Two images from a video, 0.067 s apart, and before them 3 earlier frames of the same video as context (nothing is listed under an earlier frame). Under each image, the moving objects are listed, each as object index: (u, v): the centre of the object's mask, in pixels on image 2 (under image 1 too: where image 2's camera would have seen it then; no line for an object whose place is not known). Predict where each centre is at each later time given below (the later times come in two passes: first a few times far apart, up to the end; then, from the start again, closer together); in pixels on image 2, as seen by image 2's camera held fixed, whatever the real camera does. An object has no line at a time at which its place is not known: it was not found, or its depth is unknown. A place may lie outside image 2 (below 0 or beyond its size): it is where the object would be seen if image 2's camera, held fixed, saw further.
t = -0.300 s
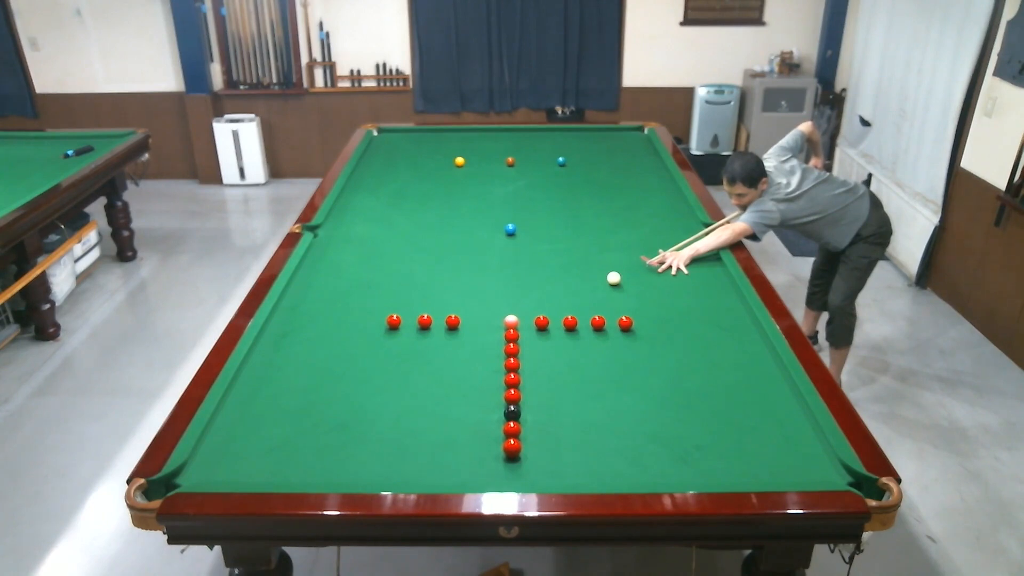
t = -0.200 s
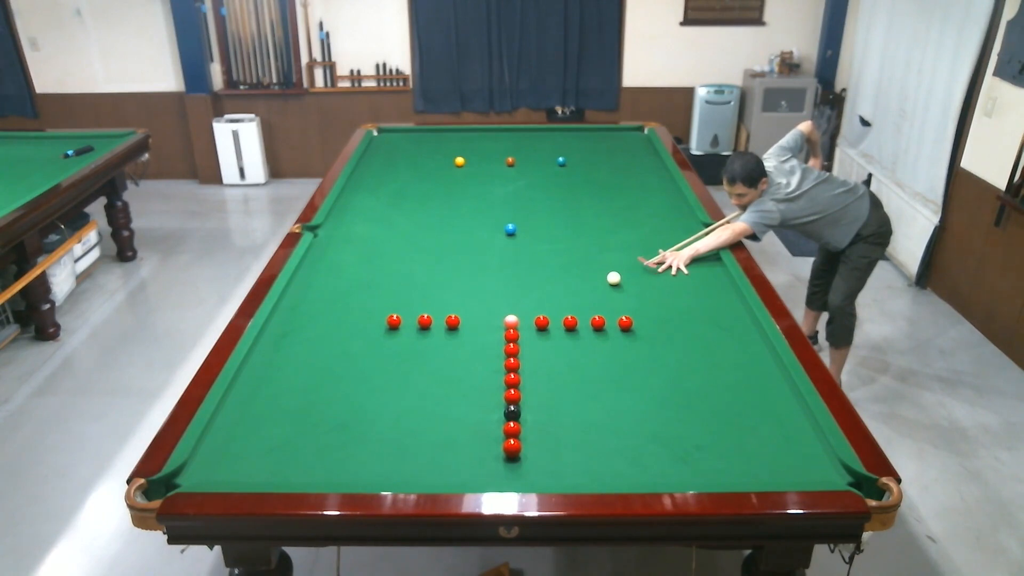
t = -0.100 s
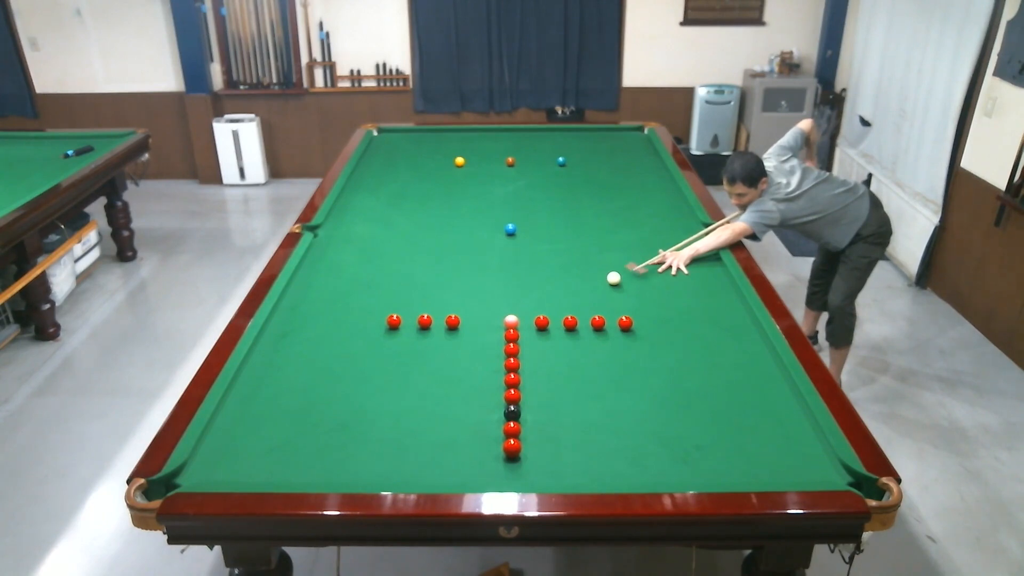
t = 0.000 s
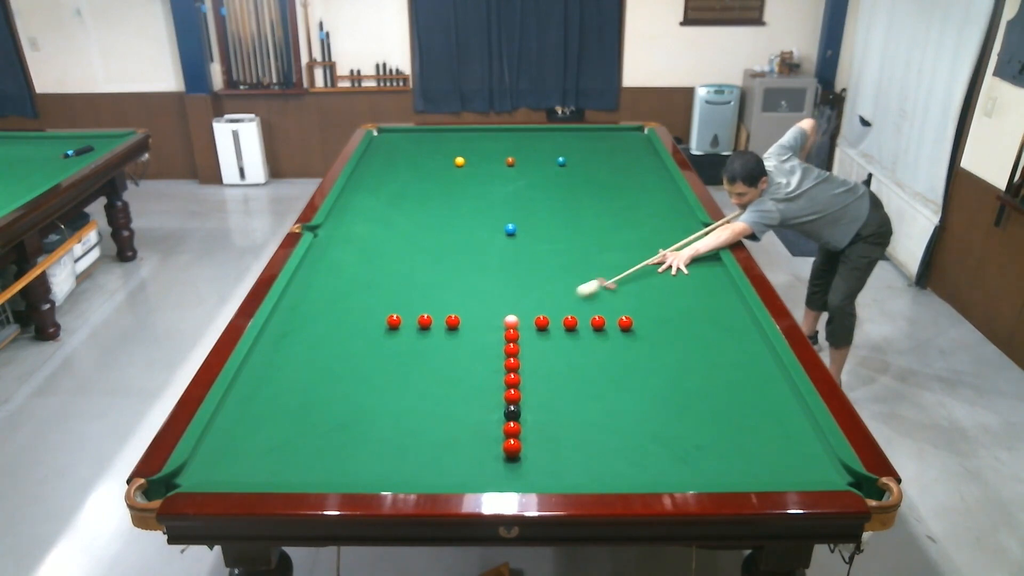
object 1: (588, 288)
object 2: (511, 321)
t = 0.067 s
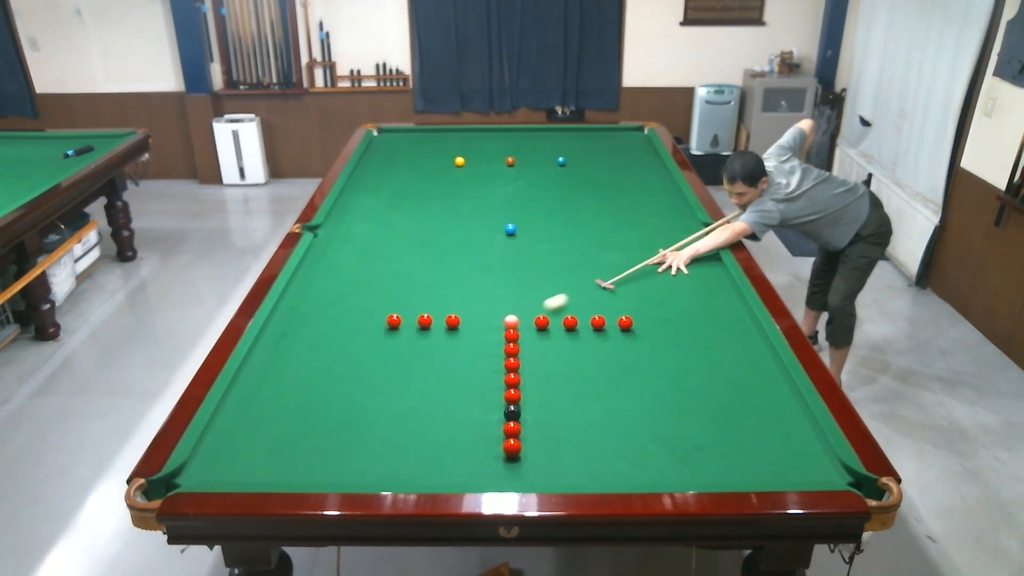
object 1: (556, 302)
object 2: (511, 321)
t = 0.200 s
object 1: (521, 317)
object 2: (483, 335)
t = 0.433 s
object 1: (520, 314)
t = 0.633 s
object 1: (519, 313)
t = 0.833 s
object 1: (519, 311)
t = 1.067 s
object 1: (520, 311)
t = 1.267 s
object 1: (520, 310)
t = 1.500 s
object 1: (520, 310)
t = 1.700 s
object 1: (520, 310)
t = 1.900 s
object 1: (520, 310)
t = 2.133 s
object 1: (520, 310)
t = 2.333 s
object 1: (520, 310)
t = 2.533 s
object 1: (520, 310)
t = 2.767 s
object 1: (520, 310)
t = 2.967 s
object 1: (520, 310)
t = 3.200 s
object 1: (520, 310)
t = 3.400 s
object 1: (520, 310)
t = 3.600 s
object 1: (520, 310)
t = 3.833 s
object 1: (520, 310)
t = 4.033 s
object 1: (520, 310)
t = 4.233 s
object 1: (520, 310)
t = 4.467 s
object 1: (520, 310)
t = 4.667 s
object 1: (520, 310)
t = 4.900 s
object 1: (520, 310)
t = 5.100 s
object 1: (520, 310)
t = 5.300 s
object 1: (520, 310)
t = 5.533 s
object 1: (520, 310)
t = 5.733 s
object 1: (520, 310)
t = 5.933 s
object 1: (520, 310)
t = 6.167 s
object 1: (520, 310)
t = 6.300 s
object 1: (520, 310)
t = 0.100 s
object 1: (540, 308)
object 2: (511, 321)
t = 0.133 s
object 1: (526, 315)
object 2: (510, 321)
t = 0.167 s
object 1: (521, 317)
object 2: (498, 327)
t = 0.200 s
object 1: (521, 317)
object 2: (483, 335)
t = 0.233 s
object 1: (520, 316)
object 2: (468, 342)
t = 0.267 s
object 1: (520, 316)
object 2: (453, 349)
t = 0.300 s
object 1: (520, 316)
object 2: (439, 355)
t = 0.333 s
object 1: (520, 315)
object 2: (425, 362)
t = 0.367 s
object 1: (520, 315)
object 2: (411, 368)
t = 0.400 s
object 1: (520, 315)
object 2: (397, 375)
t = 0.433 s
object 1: (520, 314)
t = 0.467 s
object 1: (520, 314)
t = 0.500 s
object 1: (520, 314)
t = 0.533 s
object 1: (520, 313)
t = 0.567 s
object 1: (519, 313)
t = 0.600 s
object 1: (519, 313)
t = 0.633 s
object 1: (519, 313)
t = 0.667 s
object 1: (519, 312)
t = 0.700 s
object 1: (519, 312)
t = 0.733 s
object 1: (519, 312)
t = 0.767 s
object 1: (519, 312)
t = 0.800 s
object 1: (519, 312)
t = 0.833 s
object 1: (519, 311)
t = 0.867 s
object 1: (519, 311)
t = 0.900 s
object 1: (519, 311)
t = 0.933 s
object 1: (519, 311)
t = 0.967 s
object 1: (519, 311)
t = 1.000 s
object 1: (519, 311)
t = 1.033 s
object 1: (519, 311)
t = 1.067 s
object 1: (520, 311)
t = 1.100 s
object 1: (519, 310)
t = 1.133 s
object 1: (520, 310)
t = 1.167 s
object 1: (520, 310)
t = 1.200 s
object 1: (520, 310)
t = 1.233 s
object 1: (520, 310)
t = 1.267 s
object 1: (520, 310)
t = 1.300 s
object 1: (520, 310)
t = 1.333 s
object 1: (520, 310)
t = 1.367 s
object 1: (520, 310)
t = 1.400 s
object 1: (520, 310)
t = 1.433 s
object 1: (520, 310)
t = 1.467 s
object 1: (520, 310)
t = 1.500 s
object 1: (520, 310)
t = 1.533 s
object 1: (520, 310)
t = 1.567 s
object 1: (520, 310)
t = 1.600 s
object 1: (520, 310)
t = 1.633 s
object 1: (520, 310)
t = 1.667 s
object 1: (520, 310)
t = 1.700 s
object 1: (520, 310)
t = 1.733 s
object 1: (520, 310)
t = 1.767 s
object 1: (520, 310)
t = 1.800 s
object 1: (520, 310)
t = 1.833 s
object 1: (520, 310)
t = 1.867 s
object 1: (520, 310)
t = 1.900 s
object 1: (520, 310)
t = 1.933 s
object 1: (520, 310)
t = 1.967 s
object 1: (520, 310)
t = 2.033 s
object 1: (520, 310)
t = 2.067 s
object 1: (520, 310)
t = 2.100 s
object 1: (520, 310)
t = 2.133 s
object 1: (520, 310)
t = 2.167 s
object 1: (520, 310)
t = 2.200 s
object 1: (520, 310)
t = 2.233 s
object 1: (520, 310)
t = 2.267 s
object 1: (520, 310)
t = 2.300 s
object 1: (520, 310)
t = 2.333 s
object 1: (520, 310)
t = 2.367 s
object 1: (520, 310)
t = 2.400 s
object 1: (520, 310)
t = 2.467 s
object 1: (520, 310)
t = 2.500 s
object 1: (520, 310)
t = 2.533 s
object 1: (520, 310)
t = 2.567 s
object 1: (520, 310)
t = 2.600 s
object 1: (520, 310)
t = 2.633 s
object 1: (520, 310)
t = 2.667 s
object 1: (520, 310)
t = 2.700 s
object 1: (520, 310)
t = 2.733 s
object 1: (520, 310)
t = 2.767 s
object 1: (520, 310)
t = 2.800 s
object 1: (520, 310)
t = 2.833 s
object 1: (520, 310)
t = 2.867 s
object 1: (520, 310)
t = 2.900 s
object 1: (520, 310)
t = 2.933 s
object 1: (520, 310)
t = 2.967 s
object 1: (520, 310)
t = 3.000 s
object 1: (520, 310)
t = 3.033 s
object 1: (520, 310)
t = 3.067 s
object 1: (520, 310)
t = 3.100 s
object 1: (520, 310)
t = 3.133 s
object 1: (520, 310)
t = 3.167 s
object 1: (520, 310)
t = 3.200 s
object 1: (520, 310)
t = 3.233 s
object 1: (520, 310)
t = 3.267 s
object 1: (520, 310)
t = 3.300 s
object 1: (520, 310)
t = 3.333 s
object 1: (520, 310)
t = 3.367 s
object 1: (520, 310)
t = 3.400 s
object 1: (520, 310)
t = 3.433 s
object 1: (520, 310)
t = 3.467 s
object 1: (520, 310)
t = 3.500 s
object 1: (520, 310)
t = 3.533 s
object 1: (520, 310)
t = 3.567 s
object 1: (520, 310)
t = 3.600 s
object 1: (520, 310)
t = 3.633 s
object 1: (520, 310)
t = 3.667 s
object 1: (520, 310)
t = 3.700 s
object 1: (520, 310)
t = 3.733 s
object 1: (520, 310)
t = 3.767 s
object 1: (520, 310)
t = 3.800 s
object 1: (520, 310)
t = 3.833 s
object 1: (520, 310)
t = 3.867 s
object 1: (520, 310)
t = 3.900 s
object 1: (520, 310)
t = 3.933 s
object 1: (520, 310)
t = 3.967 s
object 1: (520, 310)
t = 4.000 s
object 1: (520, 310)
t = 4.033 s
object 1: (520, 310)
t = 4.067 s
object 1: (520, 310)
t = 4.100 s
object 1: (520, 310)
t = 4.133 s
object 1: (520, 310)
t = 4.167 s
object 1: (520, 310)
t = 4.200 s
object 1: (520, 310)
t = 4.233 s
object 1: (520, 310)
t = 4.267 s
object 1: (520, 310)
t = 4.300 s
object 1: (520, 310)
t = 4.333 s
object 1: (520, 310)
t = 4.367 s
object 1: (520, 310)
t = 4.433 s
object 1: (520, 310)
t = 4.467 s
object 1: (520, 310)
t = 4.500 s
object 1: (520, 310)
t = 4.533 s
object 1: (520, 310)
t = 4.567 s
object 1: (520, 310)
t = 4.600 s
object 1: (520, 310)
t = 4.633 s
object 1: (520, 310)
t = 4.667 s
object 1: (520, 310)
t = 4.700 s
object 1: (520, 310)
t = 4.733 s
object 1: (520, 310)
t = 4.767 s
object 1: (520, 310)
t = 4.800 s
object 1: (520, 310)
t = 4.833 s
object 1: (520, 310)
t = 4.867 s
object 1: (520, 310)
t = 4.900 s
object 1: (520, 310)
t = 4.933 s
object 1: (520, 310)
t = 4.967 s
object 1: (520, 310)
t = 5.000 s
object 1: (520, 310)
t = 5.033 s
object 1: (520, 310)
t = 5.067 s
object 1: (520, 310)
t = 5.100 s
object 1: (520, 310)
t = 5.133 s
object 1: (520, 310)
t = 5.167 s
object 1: (520, 310)
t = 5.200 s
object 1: (520, 310)
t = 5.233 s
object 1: (520, 310)
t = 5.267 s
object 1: (520, 310)
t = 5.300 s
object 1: (520, 310)
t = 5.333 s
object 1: (520, 310)
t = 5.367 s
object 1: (520, 310)
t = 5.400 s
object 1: (520, 310)
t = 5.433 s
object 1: (520, 310)
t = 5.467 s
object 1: (520, 310)
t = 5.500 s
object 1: (520, 310)
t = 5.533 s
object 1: (520, 310)
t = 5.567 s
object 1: (520, 310)
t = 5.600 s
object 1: (520, 310)
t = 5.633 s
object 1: (520, 310)
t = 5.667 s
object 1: (520, 310)
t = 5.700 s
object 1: (520, 310)
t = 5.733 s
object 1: (520, 310)
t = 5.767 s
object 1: (520, 310)
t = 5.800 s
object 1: (520, 310)
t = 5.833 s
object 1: (520, 310)
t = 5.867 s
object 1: (520, 310)
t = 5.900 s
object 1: (520, 310)
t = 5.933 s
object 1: (520, 310)
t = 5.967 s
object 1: (520, 310)
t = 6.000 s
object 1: (520, 310)
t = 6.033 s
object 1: (520, 310)
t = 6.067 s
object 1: (520, 310)
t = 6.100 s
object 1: (520, 310)
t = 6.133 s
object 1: (520, 310)
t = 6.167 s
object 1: (520, 310)
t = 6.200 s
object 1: (520, 310)
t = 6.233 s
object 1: (520, 310)
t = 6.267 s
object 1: (520, 310)
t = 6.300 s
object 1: (520, 310)
